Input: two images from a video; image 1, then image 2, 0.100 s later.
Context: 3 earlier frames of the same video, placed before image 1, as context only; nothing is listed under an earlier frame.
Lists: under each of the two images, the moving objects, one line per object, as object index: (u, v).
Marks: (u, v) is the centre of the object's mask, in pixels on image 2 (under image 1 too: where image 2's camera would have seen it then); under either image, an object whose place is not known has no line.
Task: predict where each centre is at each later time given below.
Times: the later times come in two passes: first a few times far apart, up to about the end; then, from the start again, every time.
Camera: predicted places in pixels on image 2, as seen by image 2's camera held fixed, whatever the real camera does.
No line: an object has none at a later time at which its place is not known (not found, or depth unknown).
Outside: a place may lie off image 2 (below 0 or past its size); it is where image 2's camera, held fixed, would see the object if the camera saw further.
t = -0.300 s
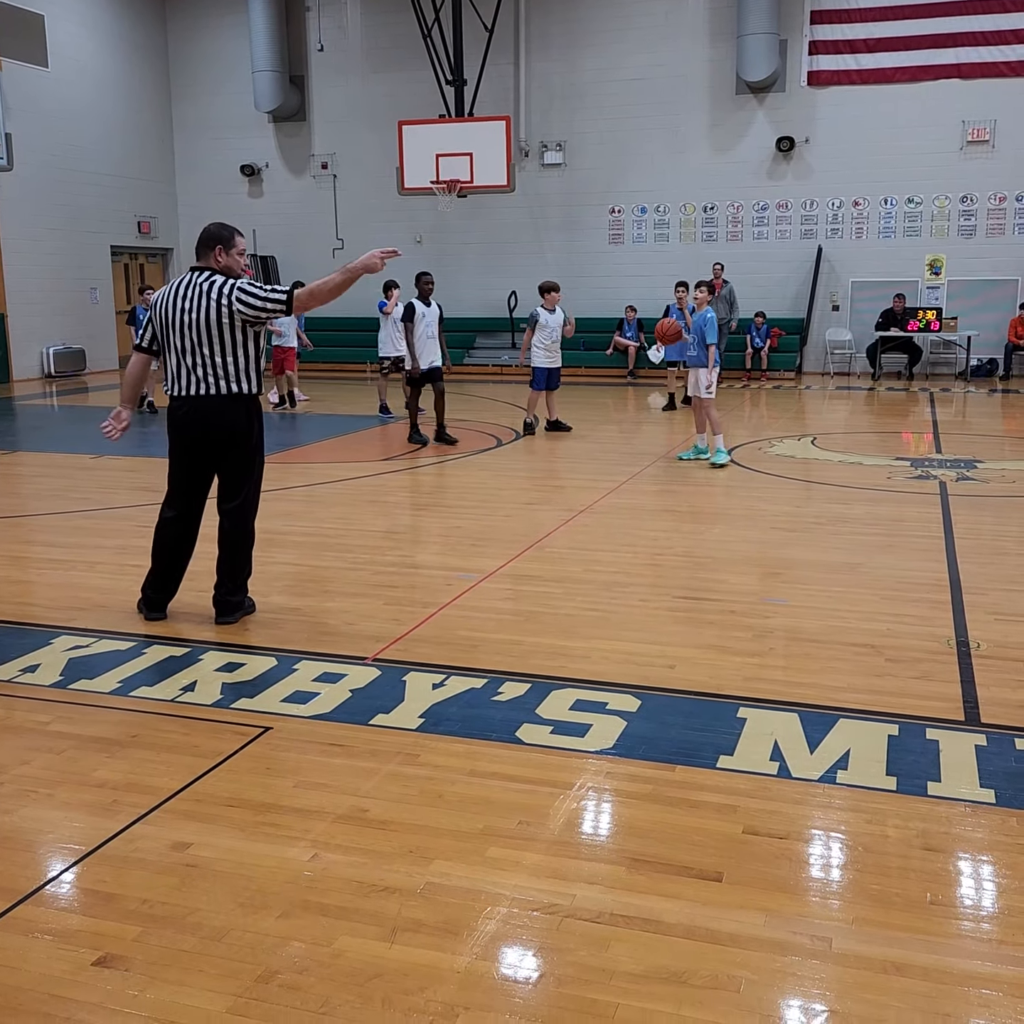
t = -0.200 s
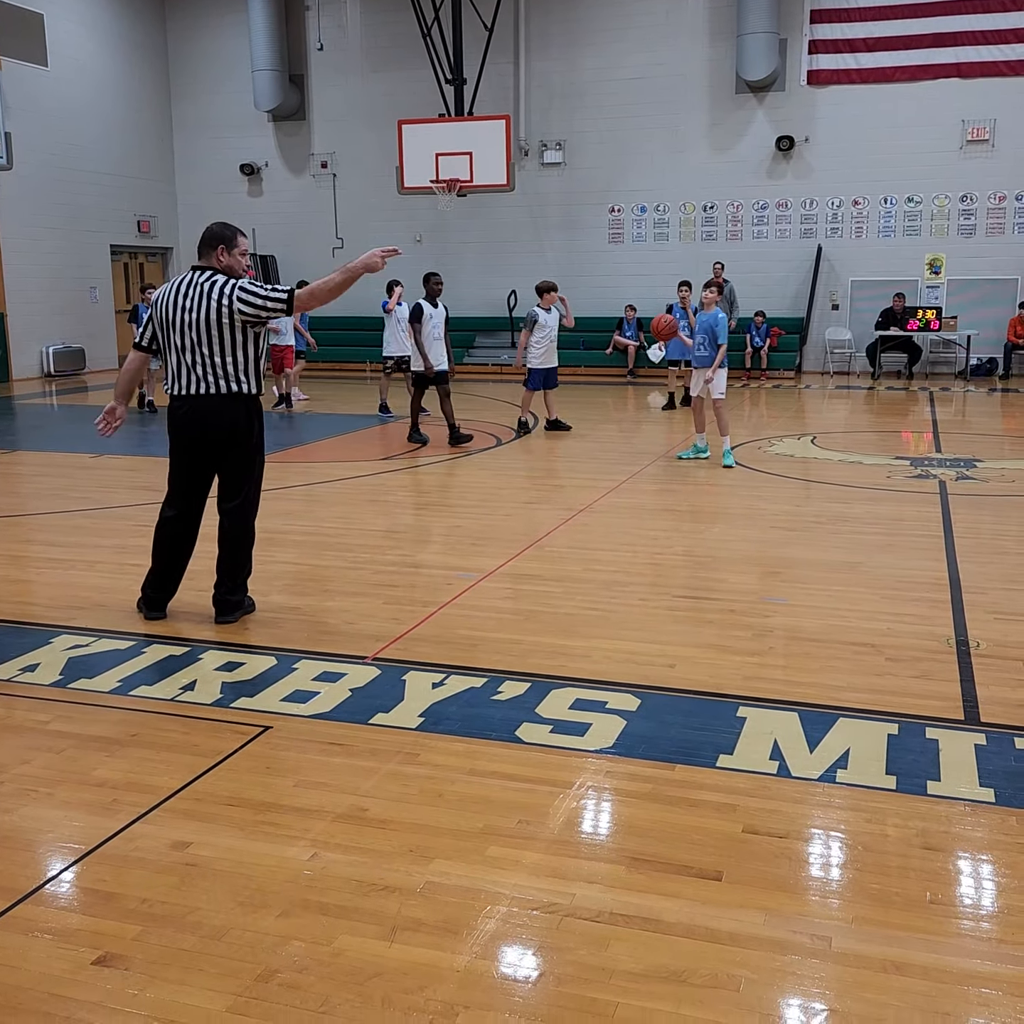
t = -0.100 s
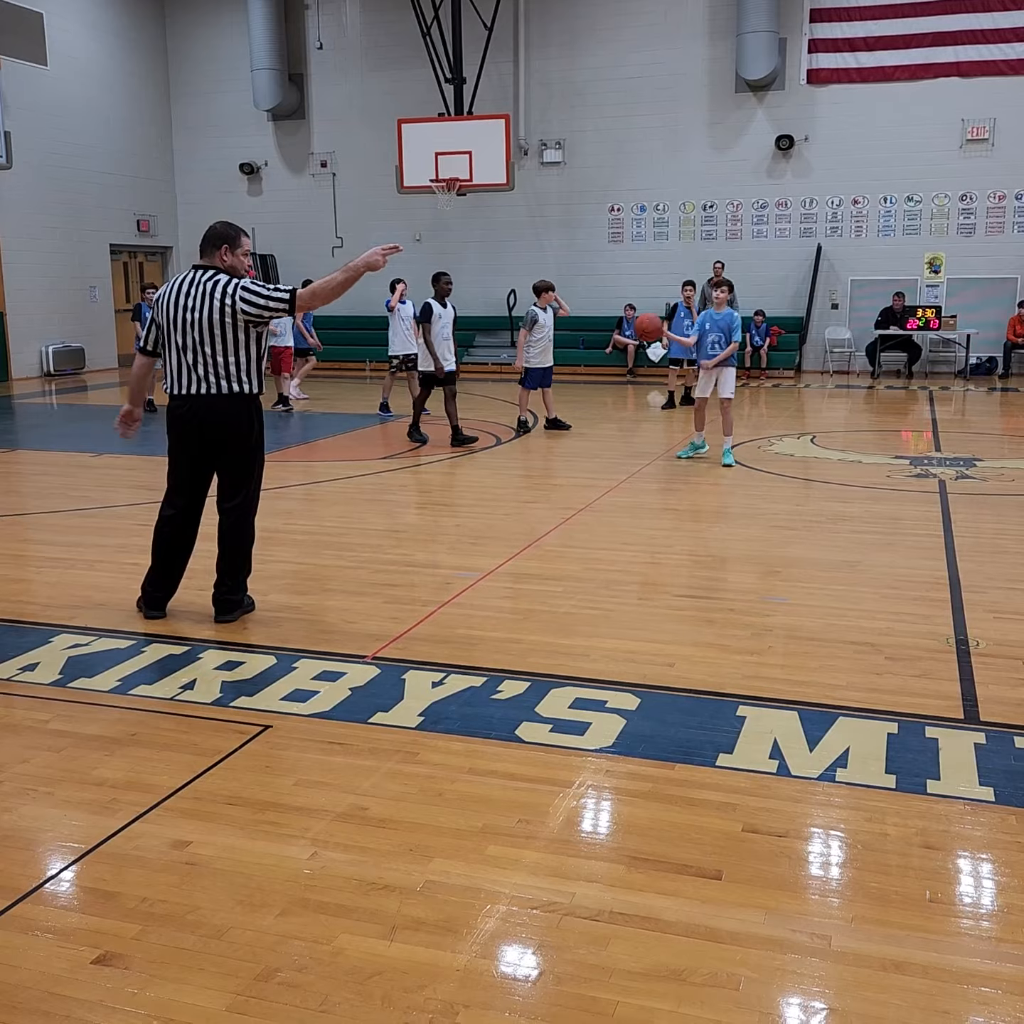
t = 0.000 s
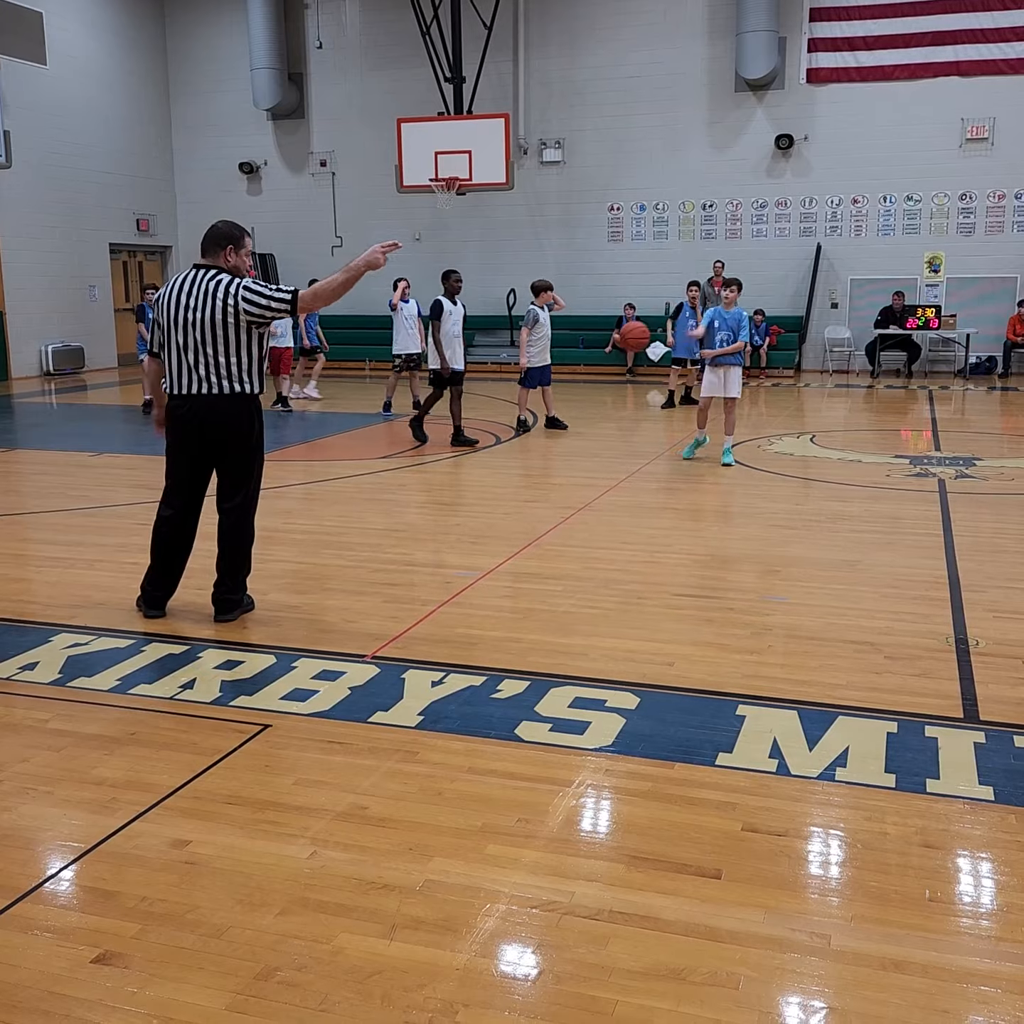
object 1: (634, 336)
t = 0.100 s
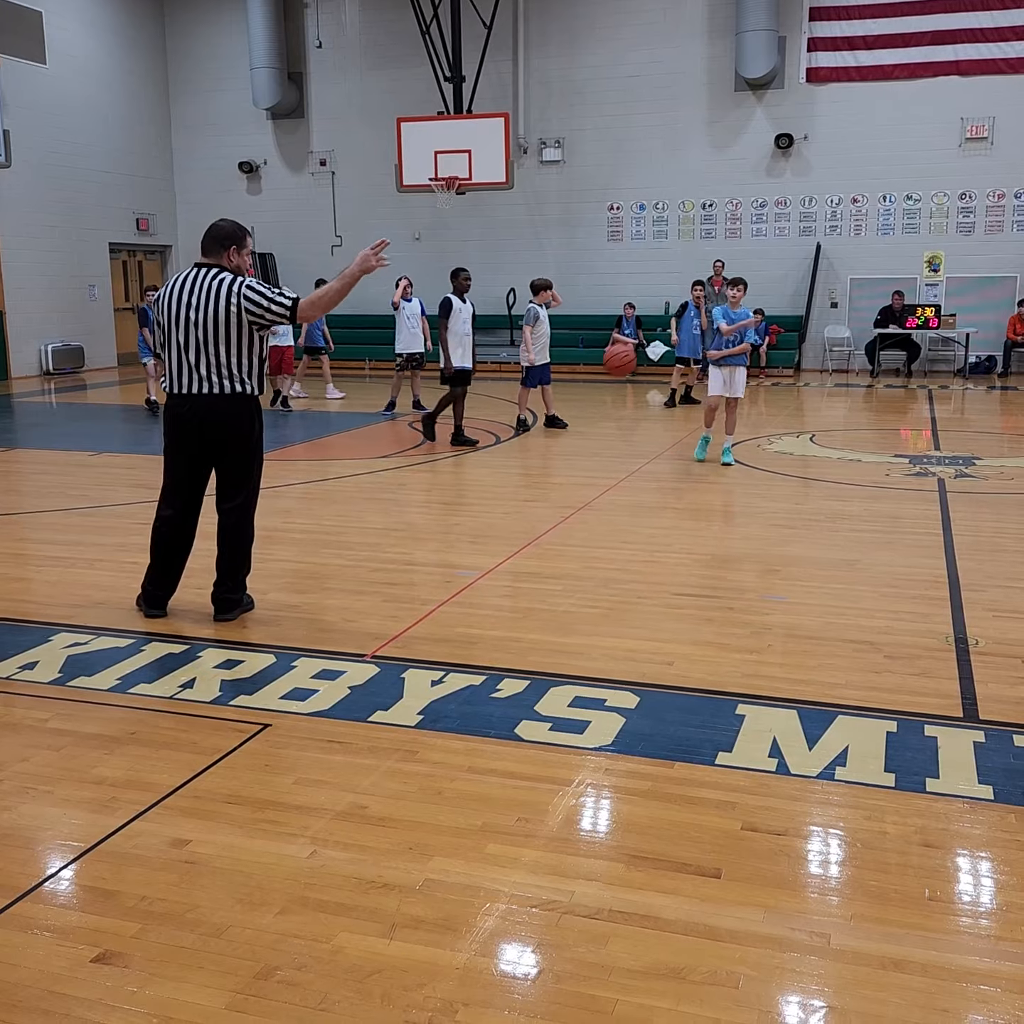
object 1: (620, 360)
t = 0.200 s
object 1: (603, 402)
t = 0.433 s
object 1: (554, 500)
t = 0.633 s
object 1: (506, 438)
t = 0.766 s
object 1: (469, 436)
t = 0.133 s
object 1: (614, 371)
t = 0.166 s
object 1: (609, 385)
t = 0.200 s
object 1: (603, 402)
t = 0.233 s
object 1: (597, 420)
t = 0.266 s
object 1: (590, 441)
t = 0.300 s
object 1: (584, 464)
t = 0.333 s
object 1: (576, 491)
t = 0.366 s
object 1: (569, 520)
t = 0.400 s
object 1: (561, 516)
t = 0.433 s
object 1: (554, 500)
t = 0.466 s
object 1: (547, 487)
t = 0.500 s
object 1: (539, 474)
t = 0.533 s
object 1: (531, 463)
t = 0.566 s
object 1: (524, 453)
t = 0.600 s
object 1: (515, 445)
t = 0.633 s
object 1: (506, 438)
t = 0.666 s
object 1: (498, 435)
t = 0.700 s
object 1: (488, 432)
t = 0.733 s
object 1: (479, 433)
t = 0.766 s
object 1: (469, 436)
